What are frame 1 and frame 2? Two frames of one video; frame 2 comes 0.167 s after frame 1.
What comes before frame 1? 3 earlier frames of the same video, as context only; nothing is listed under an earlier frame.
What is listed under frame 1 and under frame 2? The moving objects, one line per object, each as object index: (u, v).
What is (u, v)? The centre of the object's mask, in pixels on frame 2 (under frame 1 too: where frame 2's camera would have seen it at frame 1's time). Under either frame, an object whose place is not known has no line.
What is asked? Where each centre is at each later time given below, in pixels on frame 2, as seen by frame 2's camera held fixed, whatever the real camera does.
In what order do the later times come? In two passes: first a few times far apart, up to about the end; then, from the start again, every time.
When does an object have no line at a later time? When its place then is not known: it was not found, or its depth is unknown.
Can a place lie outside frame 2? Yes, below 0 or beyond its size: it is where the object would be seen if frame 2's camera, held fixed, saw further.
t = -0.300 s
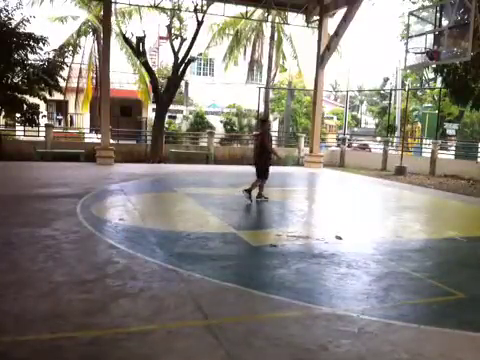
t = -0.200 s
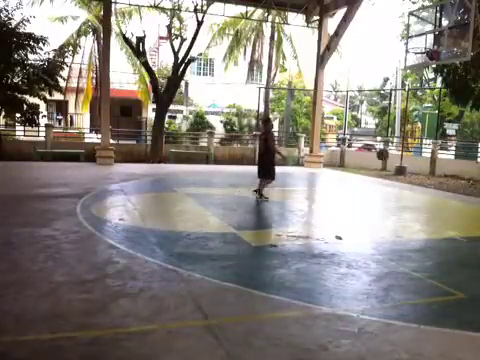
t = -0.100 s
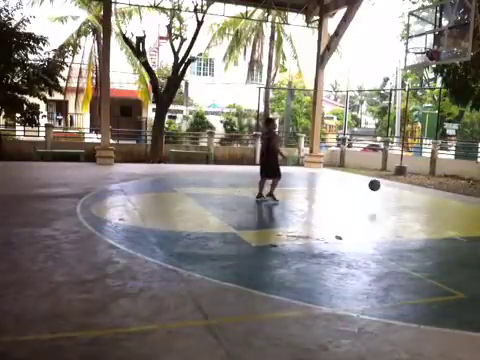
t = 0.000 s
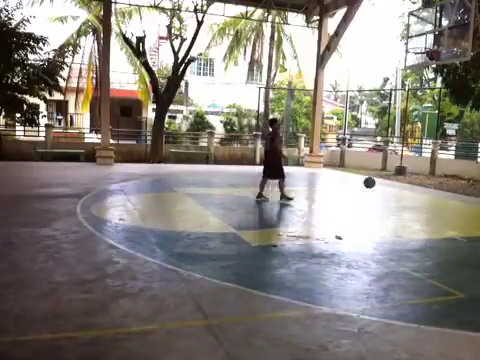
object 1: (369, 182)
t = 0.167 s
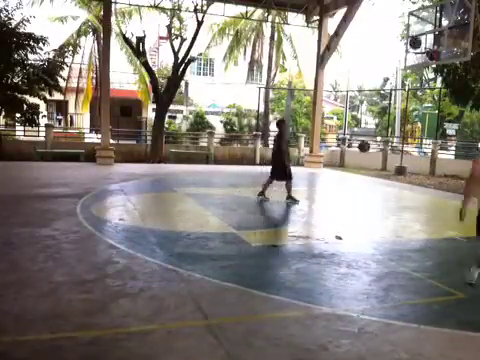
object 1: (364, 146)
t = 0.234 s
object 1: (361, 135)
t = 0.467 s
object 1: (352, 113)
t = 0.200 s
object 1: (363, 140)
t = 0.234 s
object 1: (361, 135)
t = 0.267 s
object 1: (360, 130)
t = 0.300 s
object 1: (358, 127)
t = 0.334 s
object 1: (357, 123)
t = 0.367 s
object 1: (355, 120)
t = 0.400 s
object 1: (354, 119)
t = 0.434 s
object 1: (353, 115)
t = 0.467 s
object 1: (352, 113)
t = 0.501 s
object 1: (350, 113)
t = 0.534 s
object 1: (348, 112)
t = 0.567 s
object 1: (346, 112)
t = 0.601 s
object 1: (344, 113)
